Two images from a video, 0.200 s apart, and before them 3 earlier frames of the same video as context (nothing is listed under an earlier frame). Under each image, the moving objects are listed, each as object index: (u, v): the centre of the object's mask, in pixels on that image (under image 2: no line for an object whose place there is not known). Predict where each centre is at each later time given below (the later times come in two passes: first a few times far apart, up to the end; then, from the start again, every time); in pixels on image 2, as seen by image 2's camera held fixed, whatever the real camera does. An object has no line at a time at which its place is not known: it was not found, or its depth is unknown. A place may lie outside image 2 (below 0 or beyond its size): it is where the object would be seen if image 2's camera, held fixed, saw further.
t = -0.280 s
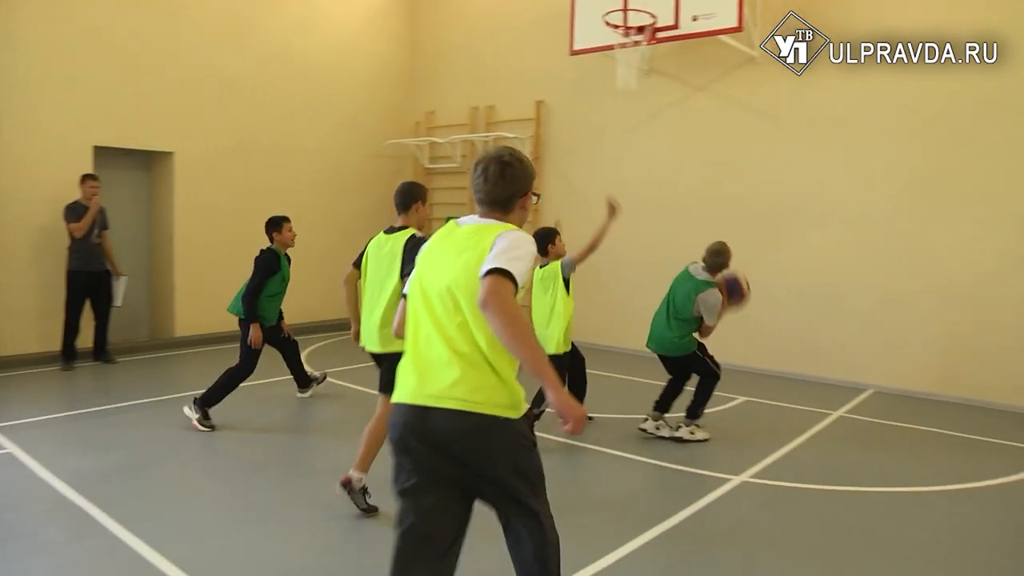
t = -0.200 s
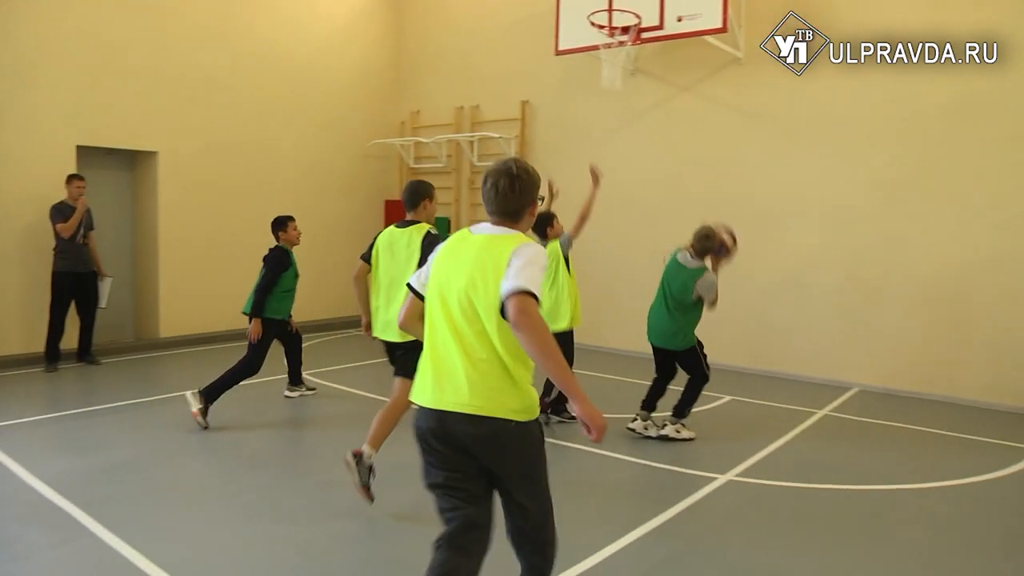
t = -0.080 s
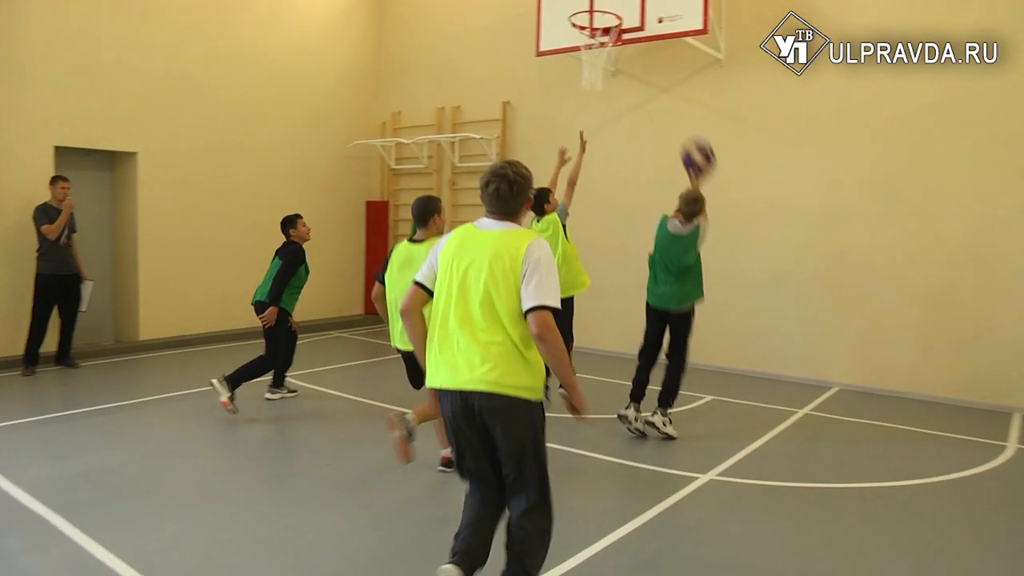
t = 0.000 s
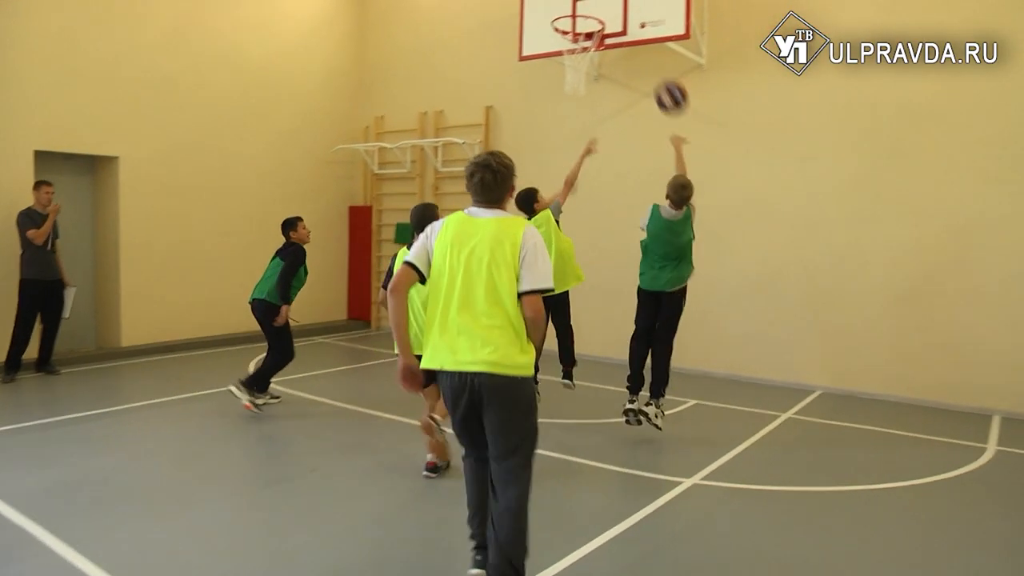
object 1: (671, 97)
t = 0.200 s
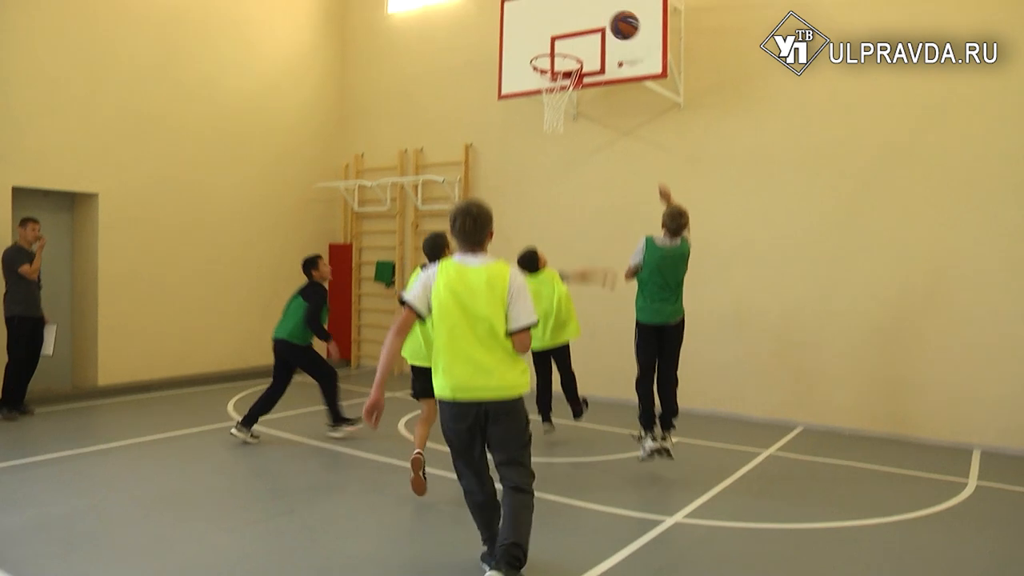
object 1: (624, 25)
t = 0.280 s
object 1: (615, -1)
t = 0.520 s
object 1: (591, -27)
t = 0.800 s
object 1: (545, -2)
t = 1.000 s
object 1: (507, 65)
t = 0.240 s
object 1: (620, 11)
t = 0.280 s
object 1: (615, -1)
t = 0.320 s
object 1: (610, -10)
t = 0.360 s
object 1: (606, -17)
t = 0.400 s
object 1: (602, -22)
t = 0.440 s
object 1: (598, -26)
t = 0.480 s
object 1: (594, -27)
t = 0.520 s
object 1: (591, -27)
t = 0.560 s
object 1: (587, -25)
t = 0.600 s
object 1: (582, -24)
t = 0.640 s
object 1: (575, -23)
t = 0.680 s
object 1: (567, -20)
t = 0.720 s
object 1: (560, -16)
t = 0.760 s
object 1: (553, -10)
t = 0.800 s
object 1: (545, -2)
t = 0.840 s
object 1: (538, 8)
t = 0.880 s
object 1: (530, 19)
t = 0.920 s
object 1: (523, 32)
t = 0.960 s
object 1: (515, 48)
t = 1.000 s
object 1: (507, 65)
